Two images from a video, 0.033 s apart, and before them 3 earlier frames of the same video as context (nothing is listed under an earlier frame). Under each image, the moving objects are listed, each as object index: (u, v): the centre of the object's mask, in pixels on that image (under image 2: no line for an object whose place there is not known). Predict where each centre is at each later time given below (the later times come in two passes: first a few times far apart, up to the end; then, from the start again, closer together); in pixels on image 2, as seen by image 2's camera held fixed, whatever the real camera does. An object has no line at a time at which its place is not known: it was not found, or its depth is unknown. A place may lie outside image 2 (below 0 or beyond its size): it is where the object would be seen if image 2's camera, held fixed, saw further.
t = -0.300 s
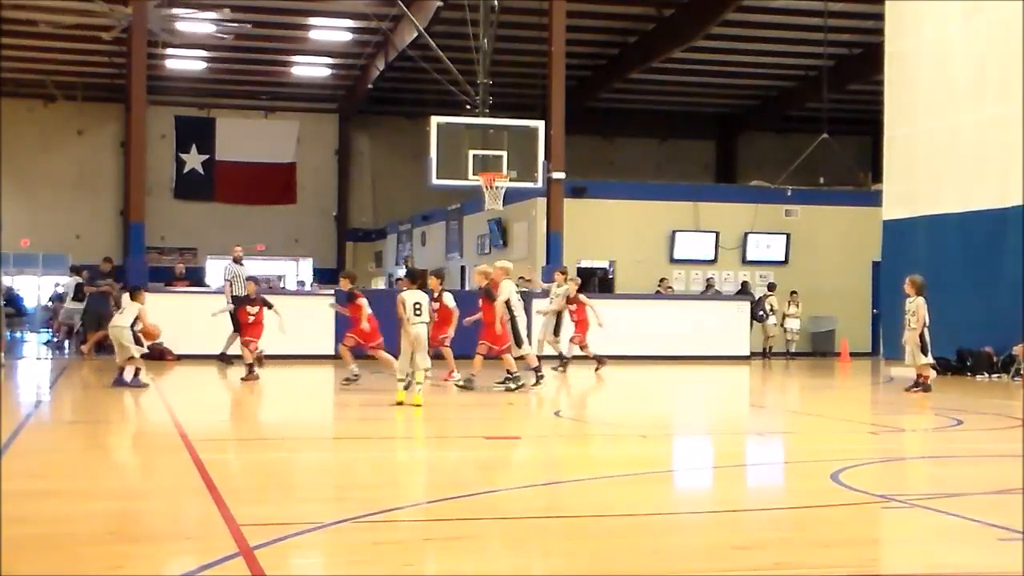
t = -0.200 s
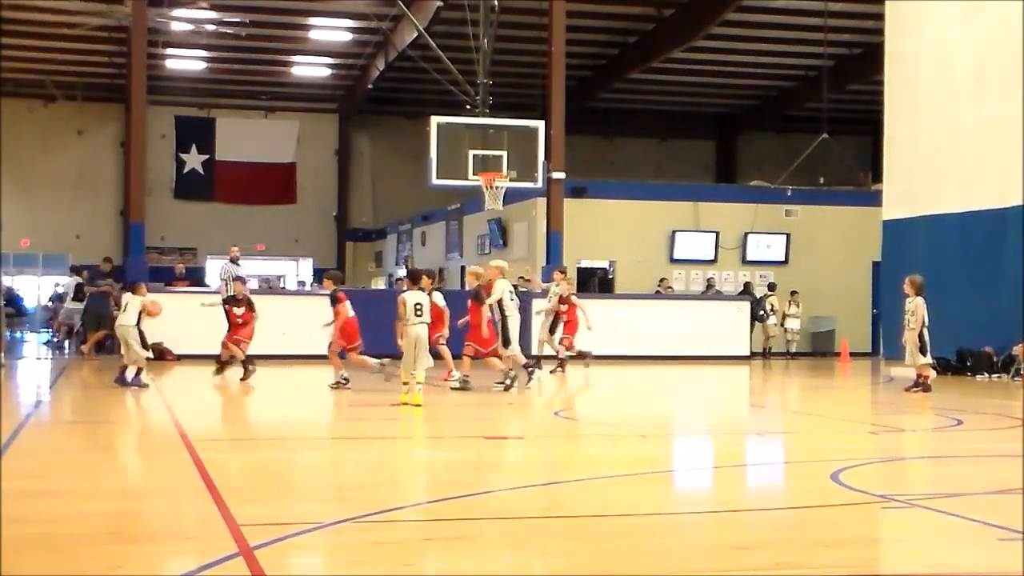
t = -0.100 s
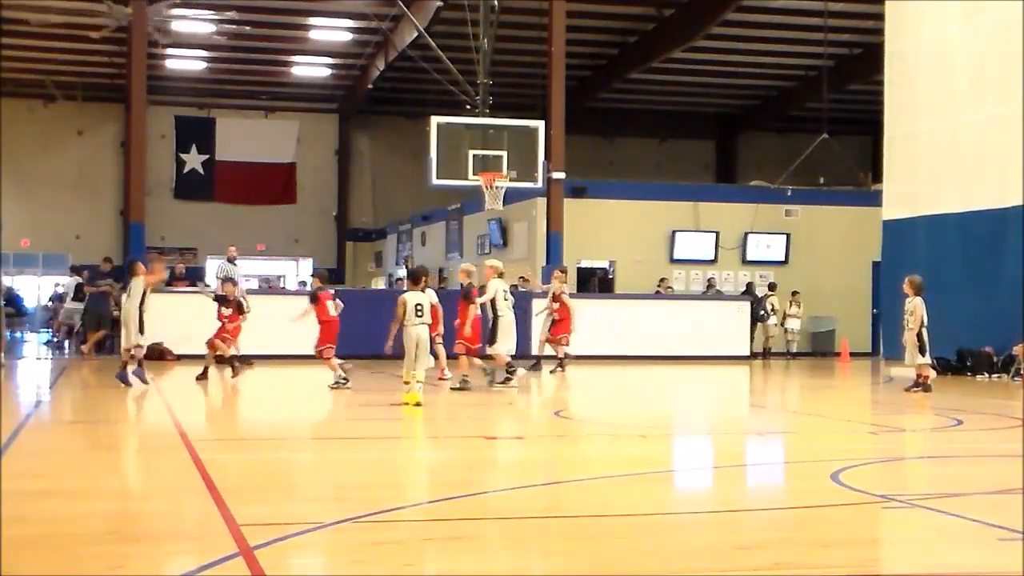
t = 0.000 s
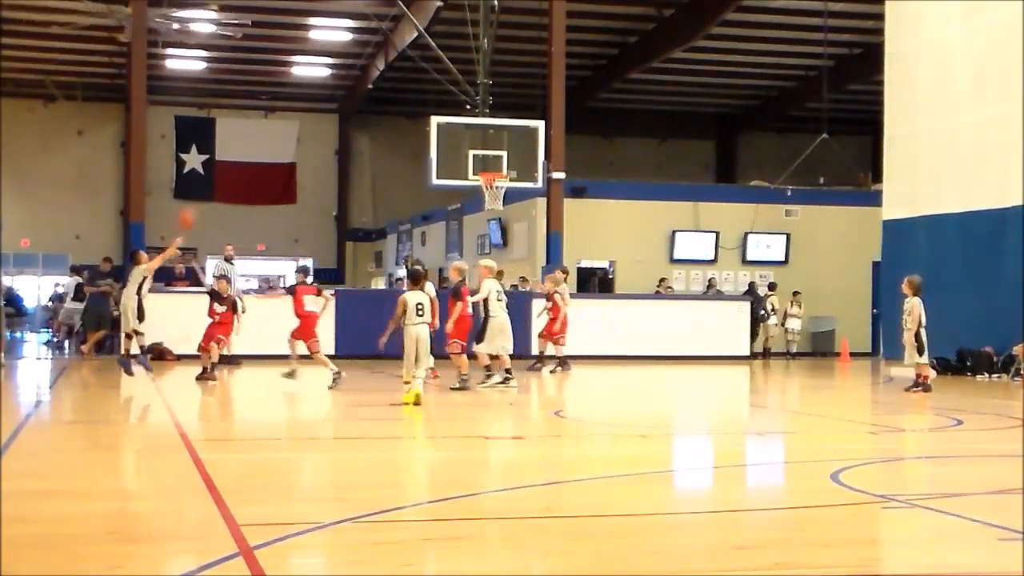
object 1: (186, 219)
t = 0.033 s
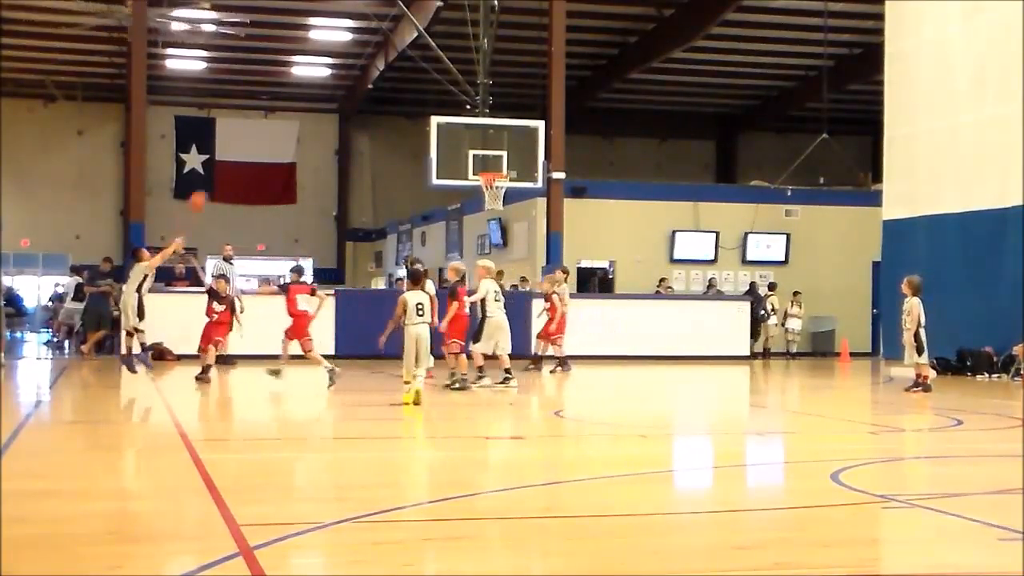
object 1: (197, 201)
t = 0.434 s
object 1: (316, 82)
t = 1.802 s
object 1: (474, 217)
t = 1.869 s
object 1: (469, 229)
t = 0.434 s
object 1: (316, 82)
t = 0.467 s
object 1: (326, 77)
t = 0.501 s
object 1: (335, 74)
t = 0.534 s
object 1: (341, 71)
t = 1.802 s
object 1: (474, 217)
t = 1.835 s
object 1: (472, 222)
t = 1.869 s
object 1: (469, 229)
